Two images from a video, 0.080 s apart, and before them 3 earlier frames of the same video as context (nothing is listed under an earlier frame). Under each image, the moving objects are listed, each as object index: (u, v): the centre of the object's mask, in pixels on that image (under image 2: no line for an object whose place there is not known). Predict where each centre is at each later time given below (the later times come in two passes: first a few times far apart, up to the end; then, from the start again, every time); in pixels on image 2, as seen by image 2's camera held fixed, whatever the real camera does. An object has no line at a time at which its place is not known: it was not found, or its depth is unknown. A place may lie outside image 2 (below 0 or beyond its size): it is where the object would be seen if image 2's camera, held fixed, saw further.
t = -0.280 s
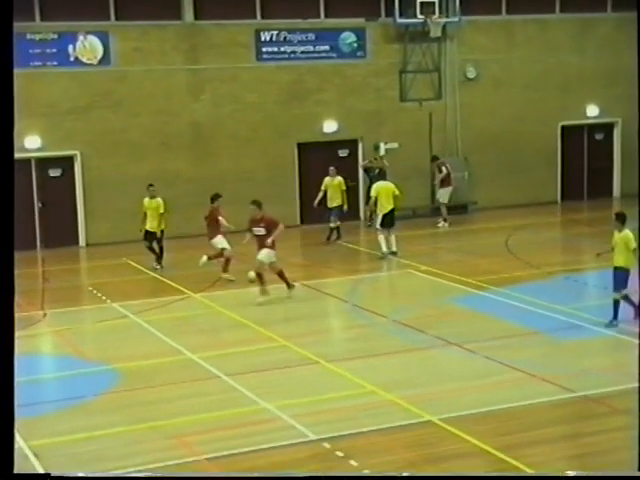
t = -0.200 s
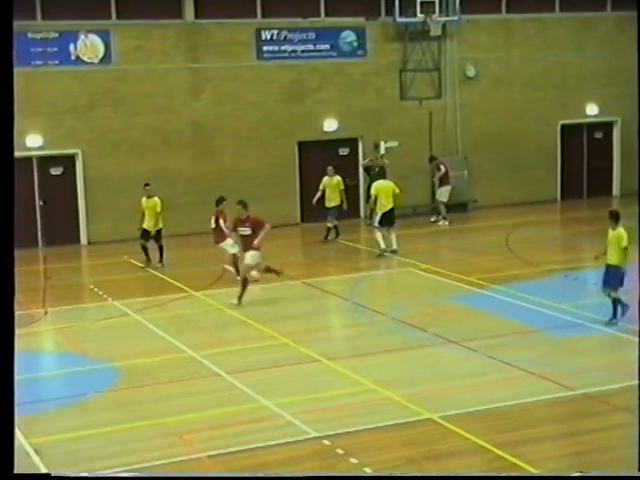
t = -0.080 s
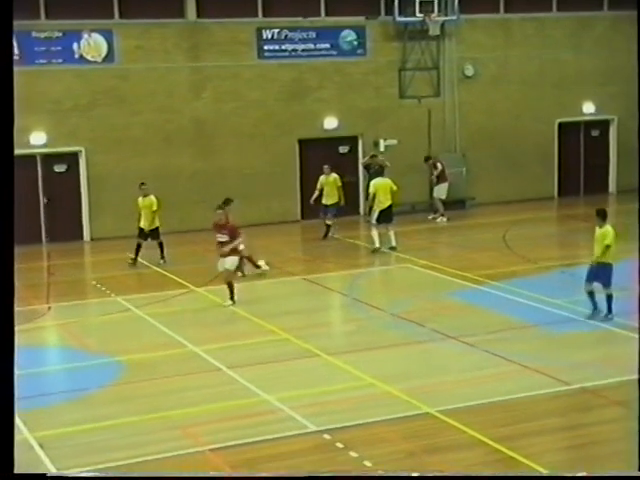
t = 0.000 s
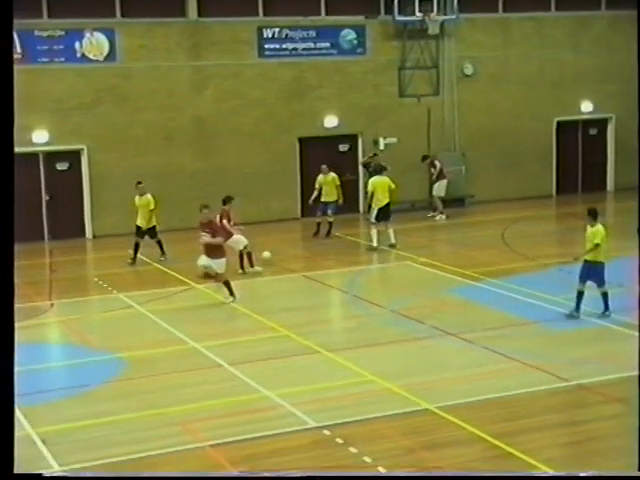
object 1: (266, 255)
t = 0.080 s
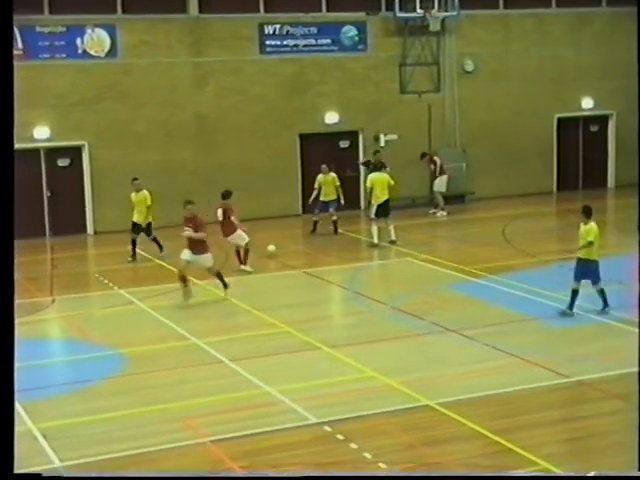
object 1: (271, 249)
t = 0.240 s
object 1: (277, 242)
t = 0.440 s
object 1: (283, 235)
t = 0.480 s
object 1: (284, 233)
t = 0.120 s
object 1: (273, 248)
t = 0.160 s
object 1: (274, 245)
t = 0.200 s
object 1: (276, 243)
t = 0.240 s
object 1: (277, 242)
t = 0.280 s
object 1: (279, 241)
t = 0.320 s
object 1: (280, 239)
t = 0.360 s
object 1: (281, 238)
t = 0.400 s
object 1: (283, 236)
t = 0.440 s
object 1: (283, 235)
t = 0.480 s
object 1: (284, 233)
